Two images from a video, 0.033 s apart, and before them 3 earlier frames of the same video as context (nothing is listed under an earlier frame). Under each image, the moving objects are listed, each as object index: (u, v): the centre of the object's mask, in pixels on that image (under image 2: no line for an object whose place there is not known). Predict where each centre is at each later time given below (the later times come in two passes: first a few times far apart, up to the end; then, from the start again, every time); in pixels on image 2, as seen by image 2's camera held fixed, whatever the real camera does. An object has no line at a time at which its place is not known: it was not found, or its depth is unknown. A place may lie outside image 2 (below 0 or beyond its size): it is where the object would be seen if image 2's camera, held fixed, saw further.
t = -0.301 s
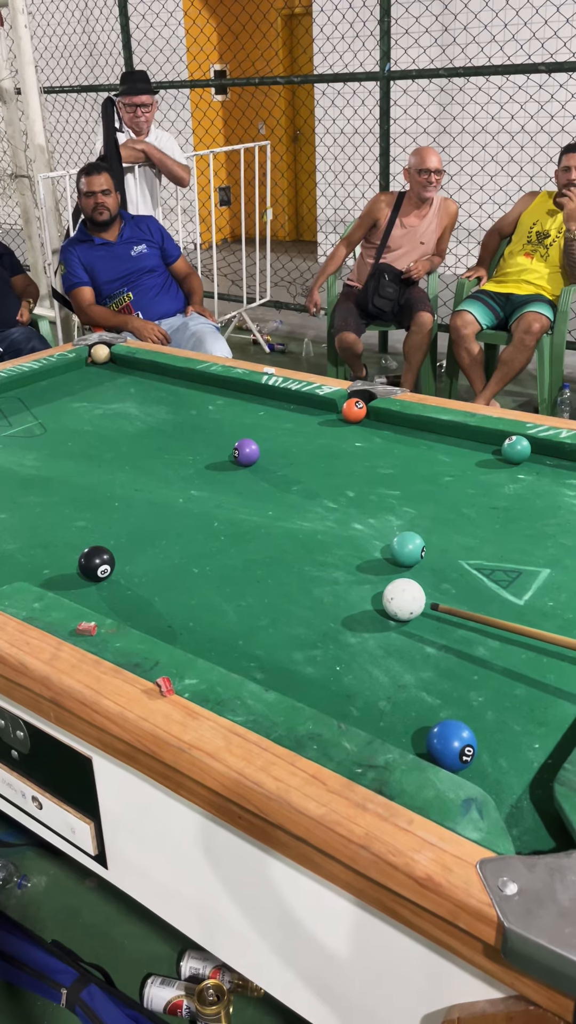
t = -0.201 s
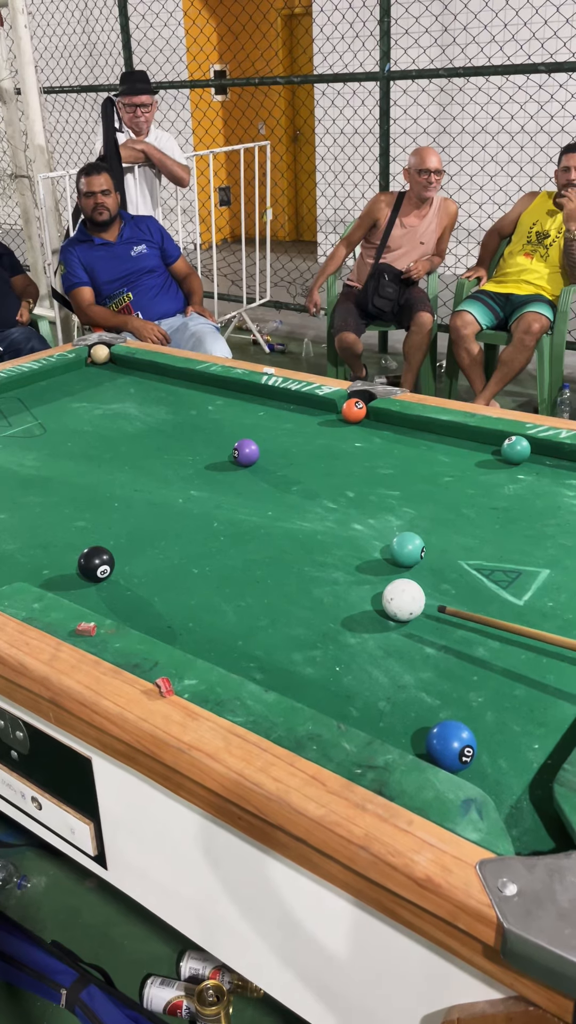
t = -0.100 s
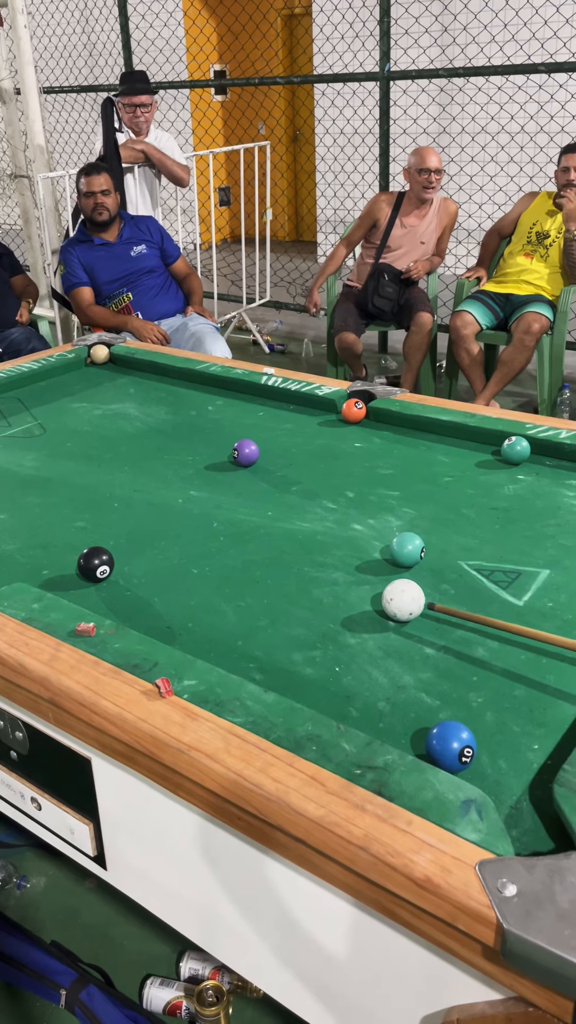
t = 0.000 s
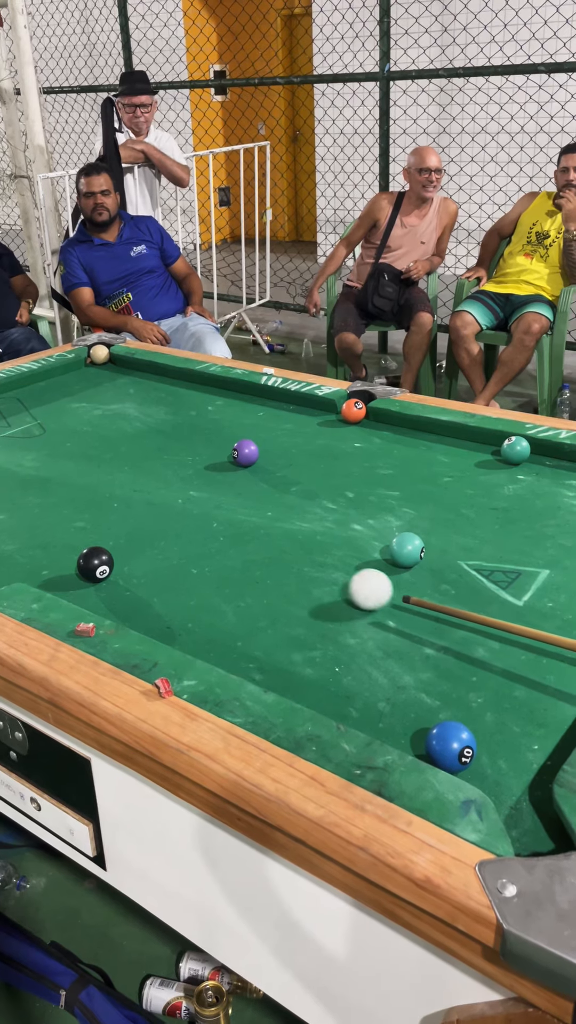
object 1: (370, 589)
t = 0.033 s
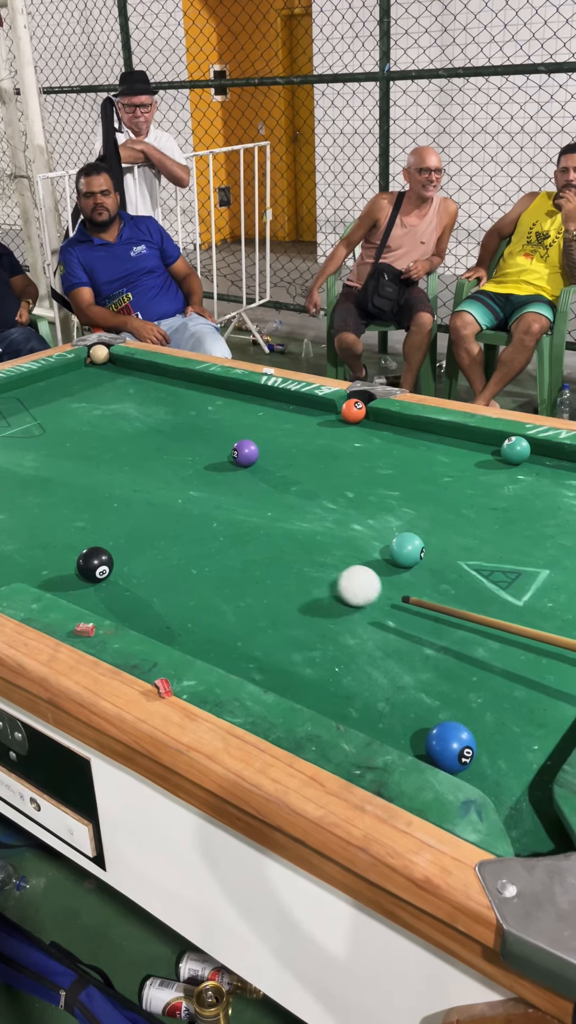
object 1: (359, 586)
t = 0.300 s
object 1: (277, 559)
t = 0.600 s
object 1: (201, 535)
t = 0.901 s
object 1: (136, 514)
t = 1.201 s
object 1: (80, 497)
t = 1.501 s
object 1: (32, 483)
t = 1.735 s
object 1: (2, 474)
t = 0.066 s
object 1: (348, 582)
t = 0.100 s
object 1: (337, 579)
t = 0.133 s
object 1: (327, 575)
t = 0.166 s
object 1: (316, 572)
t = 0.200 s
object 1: (306, 568)
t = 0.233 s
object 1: (296, 565)
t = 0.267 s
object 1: (287, 563)
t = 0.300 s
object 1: (277, 559)
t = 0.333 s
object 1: (268, 556)
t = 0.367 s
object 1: (259, 553)
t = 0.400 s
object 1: (250, 551)
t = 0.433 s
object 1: (242, 548)
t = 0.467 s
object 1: (233, 545)
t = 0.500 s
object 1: (225, 542)
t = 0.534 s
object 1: (217, 540)
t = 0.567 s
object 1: (209, 537)
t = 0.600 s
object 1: (201, 535)
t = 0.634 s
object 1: (193, 532)
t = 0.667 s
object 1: (186, 529)
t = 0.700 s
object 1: (178, 527)
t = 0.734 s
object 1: (171, 525)
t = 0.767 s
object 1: (164, 522)
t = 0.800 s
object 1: (156, 520)
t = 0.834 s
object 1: (150, 518)
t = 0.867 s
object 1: (143, 516)
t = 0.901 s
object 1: (136, 514)
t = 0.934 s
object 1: (129, 512)
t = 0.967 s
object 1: (123, 510)
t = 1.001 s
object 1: (116, 508)
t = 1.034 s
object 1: (110, 506)
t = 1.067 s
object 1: (104, 505)
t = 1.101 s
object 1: (98, 503)
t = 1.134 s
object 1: (92, 501)
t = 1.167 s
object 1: (86, 499)
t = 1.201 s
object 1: (80, 497)
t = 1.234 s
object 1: (74, 495)
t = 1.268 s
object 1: (69, 494)
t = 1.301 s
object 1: (63, 492)
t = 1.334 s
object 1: (58, 491)
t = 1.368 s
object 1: (53, 489)
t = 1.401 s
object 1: (47, 488)
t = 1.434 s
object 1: (42, 486)
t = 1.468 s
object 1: (37, 485)
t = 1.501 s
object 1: (32, 483)
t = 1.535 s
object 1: (27, 481)
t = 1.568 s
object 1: (23, 480)
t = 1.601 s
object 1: (18, 479)
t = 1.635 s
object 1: (14, 478)
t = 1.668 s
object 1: (9, 476)
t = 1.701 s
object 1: (5, 475)
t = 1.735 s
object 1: (2, 474)
